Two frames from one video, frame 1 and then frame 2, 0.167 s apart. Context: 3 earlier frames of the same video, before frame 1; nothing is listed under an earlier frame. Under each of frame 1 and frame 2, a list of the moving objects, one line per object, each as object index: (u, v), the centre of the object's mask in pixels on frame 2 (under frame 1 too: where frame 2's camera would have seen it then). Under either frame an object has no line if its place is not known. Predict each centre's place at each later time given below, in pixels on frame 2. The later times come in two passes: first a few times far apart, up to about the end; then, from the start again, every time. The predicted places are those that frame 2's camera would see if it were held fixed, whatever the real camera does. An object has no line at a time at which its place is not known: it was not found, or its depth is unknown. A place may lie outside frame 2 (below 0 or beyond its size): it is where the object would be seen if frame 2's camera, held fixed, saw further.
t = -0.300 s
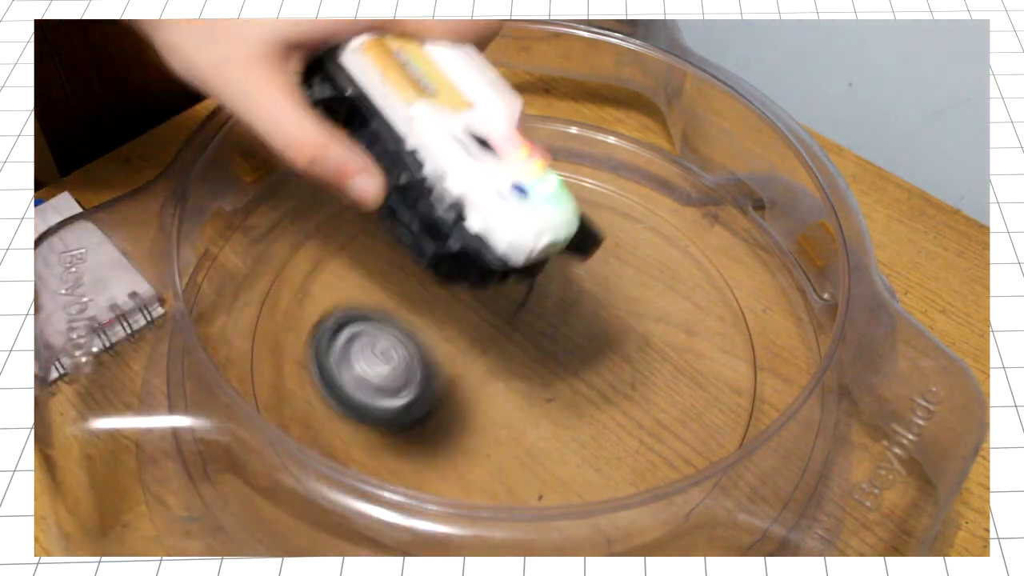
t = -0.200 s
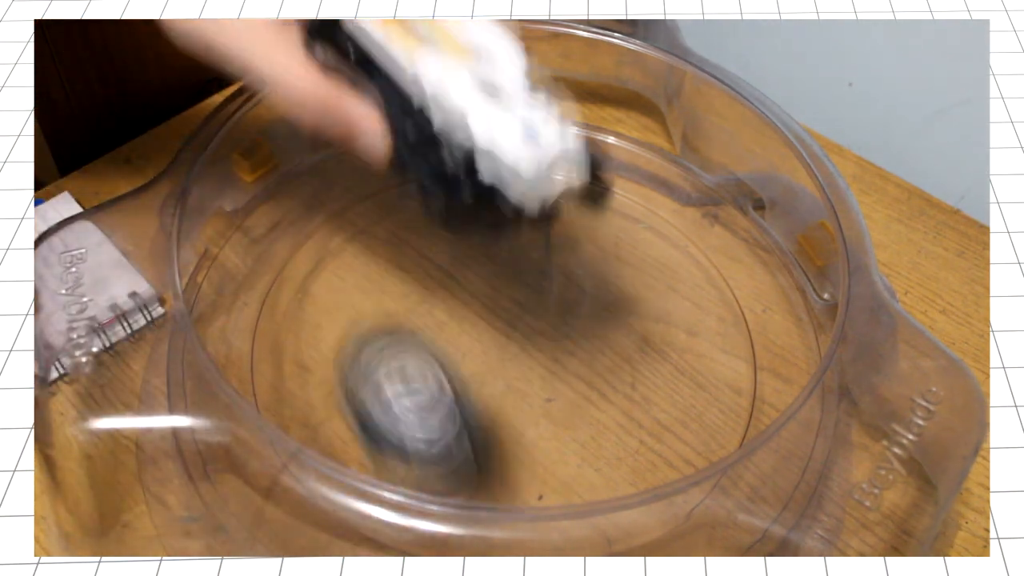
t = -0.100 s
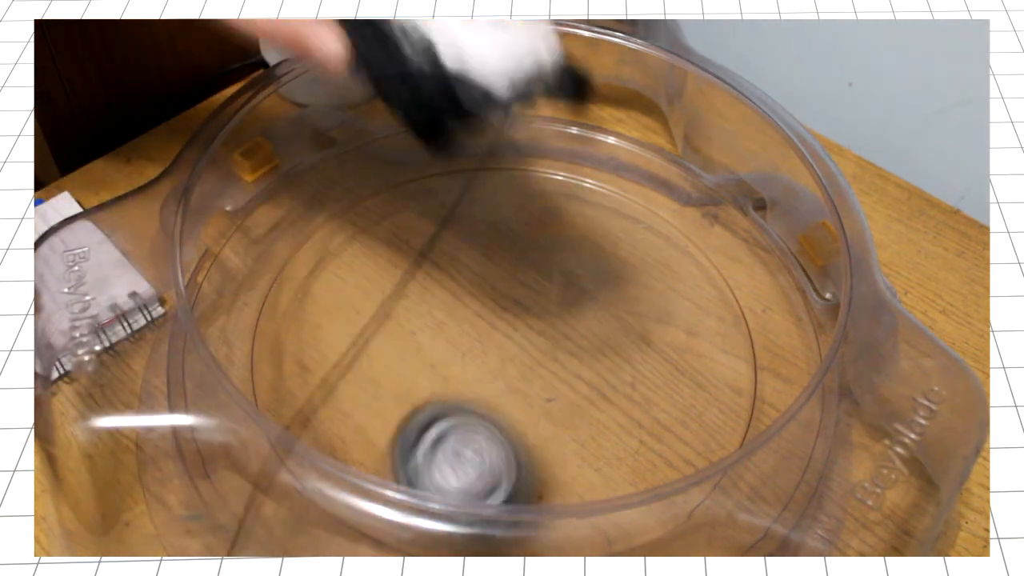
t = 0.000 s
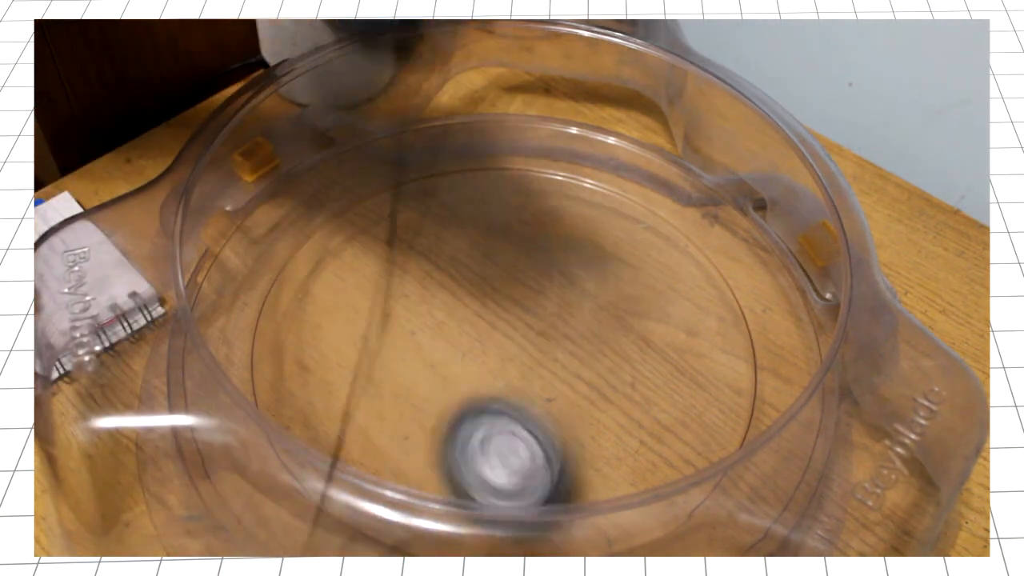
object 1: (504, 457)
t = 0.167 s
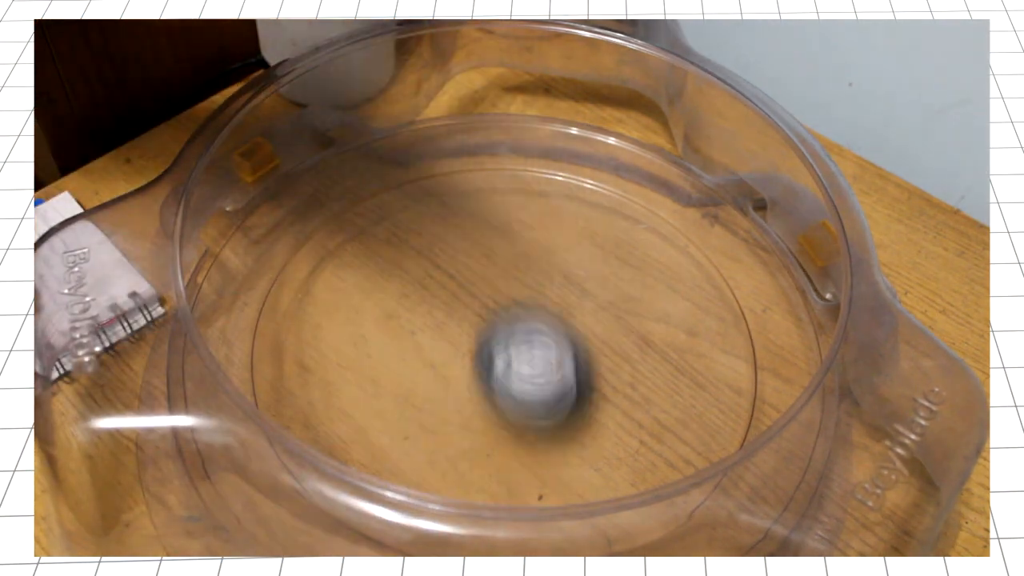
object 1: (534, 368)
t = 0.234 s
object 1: (528, 333)
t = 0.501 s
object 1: (451, 344)
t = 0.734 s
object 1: (277, 393)
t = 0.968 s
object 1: (305, 297)
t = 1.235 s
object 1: (503, 426)
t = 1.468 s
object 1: (404, 505)
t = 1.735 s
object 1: (373, 345)
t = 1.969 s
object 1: (634, 386)
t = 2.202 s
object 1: (599, 512)
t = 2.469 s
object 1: (406, 389)
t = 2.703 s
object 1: (642, 293)
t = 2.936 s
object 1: (698, 460)
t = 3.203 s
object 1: (438, 385)
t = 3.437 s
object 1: (547, 215)
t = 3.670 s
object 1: (729, 313)
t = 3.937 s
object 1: (469, 400)
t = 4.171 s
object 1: (416, 218)
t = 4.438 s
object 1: (629, 203)
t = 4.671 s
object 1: (585, 394)
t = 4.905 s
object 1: (337, 350)
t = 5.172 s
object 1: (408, 181)
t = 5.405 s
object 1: (581, 290)
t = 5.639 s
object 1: (492, 452)
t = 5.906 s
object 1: (271, 357)
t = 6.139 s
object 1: (430, 249)
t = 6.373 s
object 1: (615, 353)
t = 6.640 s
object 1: (549, 514)
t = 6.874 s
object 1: (351, 421)
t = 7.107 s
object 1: (474, 277)
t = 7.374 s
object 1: (698, 315)
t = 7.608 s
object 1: (659, 459)
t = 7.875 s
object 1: (425, 384)
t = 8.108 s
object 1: (461, 226)
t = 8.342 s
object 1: (629, 216)
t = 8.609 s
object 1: (600, 386)
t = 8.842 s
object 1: (394, 376)
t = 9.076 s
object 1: (348, 242)
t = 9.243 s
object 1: (457, 206)
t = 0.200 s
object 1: (532, 349)
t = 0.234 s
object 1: (528, 333)
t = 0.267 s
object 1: (522, 312)
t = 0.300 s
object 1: (514, 301)
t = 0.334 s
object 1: (506, 293)
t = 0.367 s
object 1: (499, 291)
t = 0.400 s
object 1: (489, 293)
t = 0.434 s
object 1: (479, 302)
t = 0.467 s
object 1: (466, 319)
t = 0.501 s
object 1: (451, 344)
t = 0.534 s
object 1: (431, 363)
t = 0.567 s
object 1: (406, 385)
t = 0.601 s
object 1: (370, 402)
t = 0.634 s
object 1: (346, 413)
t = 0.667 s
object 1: (295, 421)
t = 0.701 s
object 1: (280, 403)
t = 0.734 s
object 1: (277, 393)
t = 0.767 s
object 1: (282, 378)
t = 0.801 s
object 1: (279, 368)
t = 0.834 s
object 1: (279, 357)
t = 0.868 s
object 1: (277, 338)
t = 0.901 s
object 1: (278, 321)
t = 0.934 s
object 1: (289, 306)
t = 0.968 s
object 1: (305, 297)
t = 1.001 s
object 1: (329, 294)
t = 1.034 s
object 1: (355, 296)
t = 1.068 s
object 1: (389, 307)
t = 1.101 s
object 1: (425, 326)
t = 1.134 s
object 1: (456, 352)
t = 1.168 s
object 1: (473, 372)
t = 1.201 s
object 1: (491, 402)
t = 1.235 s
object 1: (503, 426)
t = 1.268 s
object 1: (509, 458)
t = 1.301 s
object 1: (506, 491)
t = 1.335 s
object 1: (495, 502)
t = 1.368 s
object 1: (474, 515)
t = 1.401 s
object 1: (454, 516)
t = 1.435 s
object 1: (430, 513)
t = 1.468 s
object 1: (404, 505)
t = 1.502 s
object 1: (378, 494)
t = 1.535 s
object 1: (354, 482)
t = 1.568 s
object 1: (332, 467)
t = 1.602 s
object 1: (314, 444)
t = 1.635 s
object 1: (300, 422)
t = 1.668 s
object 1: (307, 391)
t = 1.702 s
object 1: (332, 364)
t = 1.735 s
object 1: (373, 345)
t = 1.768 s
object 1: (397, 337)
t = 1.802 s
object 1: (439, 332)
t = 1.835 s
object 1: (474, 332)
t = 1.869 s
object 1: (520, 338)
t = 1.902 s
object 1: (571, 352)
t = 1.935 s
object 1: (599, 362)
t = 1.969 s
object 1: (634, 386)
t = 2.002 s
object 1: (663, 408)
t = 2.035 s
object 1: (679, 425)
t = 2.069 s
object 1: (696, 466)
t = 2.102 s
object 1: (683, 484)
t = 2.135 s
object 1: (648, 500)
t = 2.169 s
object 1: (618, 508)
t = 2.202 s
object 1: (599, 512)
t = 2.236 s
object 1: (561, 520)
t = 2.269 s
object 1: (513, 522)
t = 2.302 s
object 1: (468, 517)
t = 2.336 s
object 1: (429, 506)
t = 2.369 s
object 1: (406, 461)
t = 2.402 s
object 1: (397, 440)
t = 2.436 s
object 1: (395, 416)
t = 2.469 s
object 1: (406, 389)
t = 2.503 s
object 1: (433, 357)
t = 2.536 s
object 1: (465, 329)
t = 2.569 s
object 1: (488, 316)
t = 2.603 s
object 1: (526, 302)
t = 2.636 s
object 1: (549, 296)
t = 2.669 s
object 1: (597, 291)
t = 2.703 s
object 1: (642, 293)
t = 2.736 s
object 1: (681, 303)
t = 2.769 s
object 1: (708, 315)
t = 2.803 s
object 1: (736, 329)
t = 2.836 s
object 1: (753, 354)
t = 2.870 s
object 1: (739, 384)
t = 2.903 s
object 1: (730, 421)
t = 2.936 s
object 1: (698, 460)
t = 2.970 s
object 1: (669, 475)
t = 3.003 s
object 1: (630, 492)
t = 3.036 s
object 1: (603, 499)
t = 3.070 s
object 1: (549, 495)
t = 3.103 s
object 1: (501, 468)
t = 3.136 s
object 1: (468, 441)
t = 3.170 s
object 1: (451, 418)
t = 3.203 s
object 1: (438, 385)
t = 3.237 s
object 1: (433, 353)
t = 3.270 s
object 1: (436, 327)
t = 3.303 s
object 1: (451, 294)
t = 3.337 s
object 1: (475, 263)
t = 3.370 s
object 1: (494, 244)
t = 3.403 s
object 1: (523, 226)
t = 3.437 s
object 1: (547, 215)
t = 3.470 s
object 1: (588, 201)
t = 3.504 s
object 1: (633, 198)
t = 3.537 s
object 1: (668, 211)
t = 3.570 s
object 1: (687, 243)
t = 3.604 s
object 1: (701, 262)
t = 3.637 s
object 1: (715, 284)
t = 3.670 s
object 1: (729, 313)
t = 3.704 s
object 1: (729, 350)
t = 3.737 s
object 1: (707, 384)
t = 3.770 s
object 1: (684, 401)
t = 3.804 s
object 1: (647, 419)
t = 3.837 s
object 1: (601, 429)
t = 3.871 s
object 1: (562, 431)
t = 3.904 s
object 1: (512, 419)
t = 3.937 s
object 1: (469, 400)
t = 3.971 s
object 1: (440, 373)
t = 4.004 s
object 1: (424, 354)
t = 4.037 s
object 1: (409, 324)
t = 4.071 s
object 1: (403, 301)
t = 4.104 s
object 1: (402, 270)
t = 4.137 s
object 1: (407, 239)
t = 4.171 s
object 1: (416, 218)
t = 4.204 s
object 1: (433, 194)
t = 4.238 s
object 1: (447, 180)
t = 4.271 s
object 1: (474, 160)
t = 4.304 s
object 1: (509, 153)
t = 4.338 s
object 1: (549, 164)
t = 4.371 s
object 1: (584, 174)
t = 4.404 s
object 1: (601, 184)
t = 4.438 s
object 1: (629, 203)
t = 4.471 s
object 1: (650, 224)
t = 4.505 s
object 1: (664, 257)
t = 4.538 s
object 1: (665, 295)
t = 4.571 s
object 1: (656, 316)
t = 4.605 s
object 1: (638, 347)
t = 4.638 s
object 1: (619, 369)
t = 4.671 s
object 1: (585, 394)
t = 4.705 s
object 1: (540, 409)
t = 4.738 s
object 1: (495, 416)
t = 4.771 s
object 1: (452, 411)
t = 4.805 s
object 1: (428, 403)
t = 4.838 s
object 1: (389, 388)
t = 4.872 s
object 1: (365, 376)
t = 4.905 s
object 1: (337, 350)
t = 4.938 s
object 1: (318, 324)
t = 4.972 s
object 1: (306, 297)
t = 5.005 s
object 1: (299, 270)
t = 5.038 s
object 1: (300, 248)
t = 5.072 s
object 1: (312, 221)
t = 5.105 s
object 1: (340, 205)
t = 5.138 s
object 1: (377, 191)
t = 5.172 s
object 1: (408, 181)
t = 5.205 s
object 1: (429, 180)
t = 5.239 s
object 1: (454, 187)
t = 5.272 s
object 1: (492, 194)
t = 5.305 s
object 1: (527, 215)
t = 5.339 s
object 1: (556, 243)
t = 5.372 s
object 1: (568, 262)
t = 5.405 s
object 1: (581, 290)
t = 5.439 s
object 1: (585, 311)
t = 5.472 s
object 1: (586, 345)
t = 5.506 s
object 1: (575, 377)
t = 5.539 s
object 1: (556, 408)
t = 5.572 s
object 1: (536, 424)
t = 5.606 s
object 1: (511, 442)
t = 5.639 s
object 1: (492, 452)
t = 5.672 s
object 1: (454, 457)
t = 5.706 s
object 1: (418, 455)
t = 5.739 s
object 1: (381, 447)
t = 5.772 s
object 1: (354, 434)
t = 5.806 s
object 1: (328, 420)
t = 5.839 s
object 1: (307, 404)
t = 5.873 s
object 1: (288, 385)
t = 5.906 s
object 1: (271, 357)
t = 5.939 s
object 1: (270, 328)
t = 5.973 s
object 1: (281, 299)
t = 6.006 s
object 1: (295, 283)
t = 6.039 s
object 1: (323, 264)
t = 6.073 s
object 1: (346, 254)
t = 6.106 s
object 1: (386, 249)
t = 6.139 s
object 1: (430, 249)
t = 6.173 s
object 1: (466, 253)
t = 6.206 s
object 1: (492, 262)
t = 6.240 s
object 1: (524, 273)
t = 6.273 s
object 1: (548, 288)
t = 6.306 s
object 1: (579, 309)
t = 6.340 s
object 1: (604, 334)
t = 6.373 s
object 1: (615, 353)
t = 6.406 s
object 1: (626, 374)
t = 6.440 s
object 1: (634, 401)
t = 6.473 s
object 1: (638, 426)
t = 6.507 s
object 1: (629, 450)
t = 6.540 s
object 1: (617, 484)
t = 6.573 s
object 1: (596, 497)
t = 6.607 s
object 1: (572, 507)
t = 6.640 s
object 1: (549, 514)
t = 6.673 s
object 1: (512, 519)
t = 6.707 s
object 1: (466, 519)
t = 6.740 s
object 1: (423, 512)
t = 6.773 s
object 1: (394, 497)
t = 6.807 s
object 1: (373, 477)
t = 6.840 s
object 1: (361, 432)
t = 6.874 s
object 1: (351, 421)
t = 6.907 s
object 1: (352, 395)
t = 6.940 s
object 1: (364, 362)
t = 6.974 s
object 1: (380, 334)
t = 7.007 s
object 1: (394, 319)
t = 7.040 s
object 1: (421, 301)
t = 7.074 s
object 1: (443, 290)
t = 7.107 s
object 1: (474, 277)
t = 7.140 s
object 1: (509, 270)
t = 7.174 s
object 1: (543, 265)
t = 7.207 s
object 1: (562, 265)
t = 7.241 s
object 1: (594, 266)
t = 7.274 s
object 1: (617, 272)
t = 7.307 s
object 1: (649, 281)
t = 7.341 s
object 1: (677, 298)
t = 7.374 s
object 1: (698, 315)
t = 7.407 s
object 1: (710, 330)
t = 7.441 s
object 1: (719, 348)
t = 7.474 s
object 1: (727, 371)
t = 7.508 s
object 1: (722, 396)
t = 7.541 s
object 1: (705, 420)
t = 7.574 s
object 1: (681, 448)
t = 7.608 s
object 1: (659, 459)
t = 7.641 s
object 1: (625, 468)
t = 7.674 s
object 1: (595, 474)
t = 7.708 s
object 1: (553, 472)
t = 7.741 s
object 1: (511, 458)
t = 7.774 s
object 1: (479, 443)
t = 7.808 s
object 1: (457, 425)
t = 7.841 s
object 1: (436, 402)
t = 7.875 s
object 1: (425, 384)
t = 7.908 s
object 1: (416, 354)
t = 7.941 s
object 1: (414, 324)
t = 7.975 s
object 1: (416, 299)
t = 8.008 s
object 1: (422, 283)
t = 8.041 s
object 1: (431, 261)
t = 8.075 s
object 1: (442, 246)
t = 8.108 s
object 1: (461, 226)
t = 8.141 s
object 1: (486, 210)
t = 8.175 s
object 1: (511, 201)
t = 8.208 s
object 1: (529, 198)
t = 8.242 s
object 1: (555, 197)
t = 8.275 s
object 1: (575, 197)
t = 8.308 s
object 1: (602, 202)
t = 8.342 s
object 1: (629, 216)
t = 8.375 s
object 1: (647, 237)
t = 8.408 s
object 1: (654, 251)
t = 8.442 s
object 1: (664, 273)
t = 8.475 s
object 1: (667, 297)
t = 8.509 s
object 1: (662, 322)
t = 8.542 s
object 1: (644, 352)
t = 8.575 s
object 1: (622, 373)
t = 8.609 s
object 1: (600, 386)
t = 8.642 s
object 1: (573, 399)
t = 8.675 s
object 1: (551, 408)
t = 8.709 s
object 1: (514, 412)
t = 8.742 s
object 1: (476, 409)
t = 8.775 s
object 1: (442, 401)
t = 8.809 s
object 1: (419, 390)
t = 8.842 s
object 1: (394, 376)
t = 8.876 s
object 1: (377, 364)
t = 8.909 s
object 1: (358, 342)
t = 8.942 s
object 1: (346, 318)
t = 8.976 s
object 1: (339, 295)
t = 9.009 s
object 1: (337, 275)
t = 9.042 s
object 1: (342, 258)
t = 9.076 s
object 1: (348, 242)
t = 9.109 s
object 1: (364, 225)
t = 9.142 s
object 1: (385, 211)
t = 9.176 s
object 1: (412, 204)
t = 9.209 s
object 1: (430, 205)
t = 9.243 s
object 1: (457, 206)
